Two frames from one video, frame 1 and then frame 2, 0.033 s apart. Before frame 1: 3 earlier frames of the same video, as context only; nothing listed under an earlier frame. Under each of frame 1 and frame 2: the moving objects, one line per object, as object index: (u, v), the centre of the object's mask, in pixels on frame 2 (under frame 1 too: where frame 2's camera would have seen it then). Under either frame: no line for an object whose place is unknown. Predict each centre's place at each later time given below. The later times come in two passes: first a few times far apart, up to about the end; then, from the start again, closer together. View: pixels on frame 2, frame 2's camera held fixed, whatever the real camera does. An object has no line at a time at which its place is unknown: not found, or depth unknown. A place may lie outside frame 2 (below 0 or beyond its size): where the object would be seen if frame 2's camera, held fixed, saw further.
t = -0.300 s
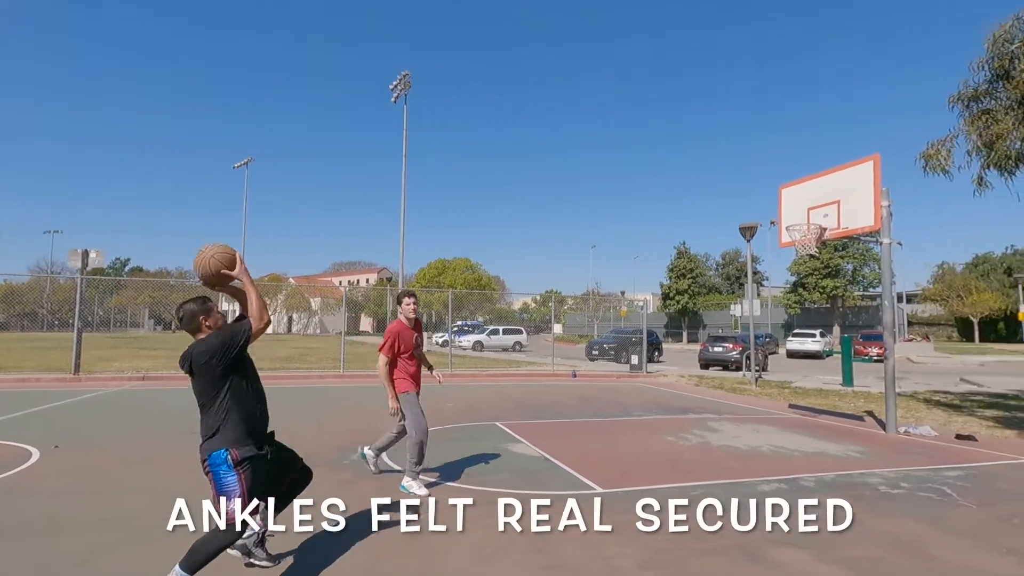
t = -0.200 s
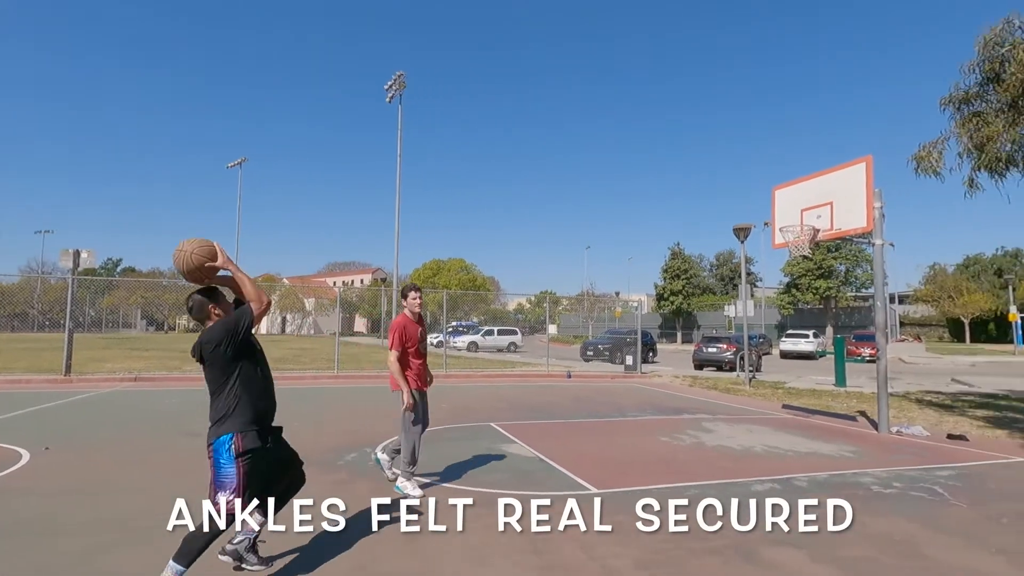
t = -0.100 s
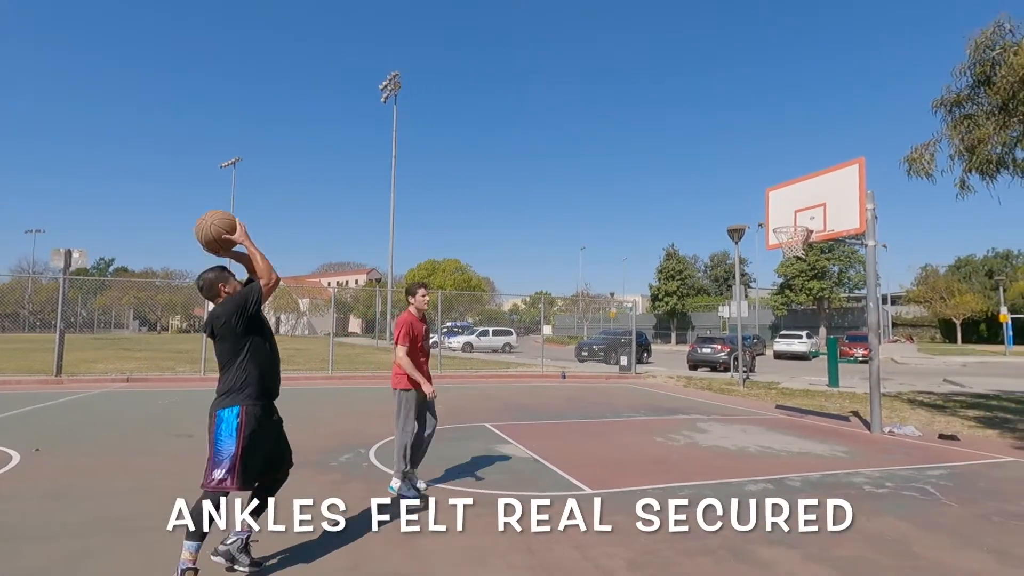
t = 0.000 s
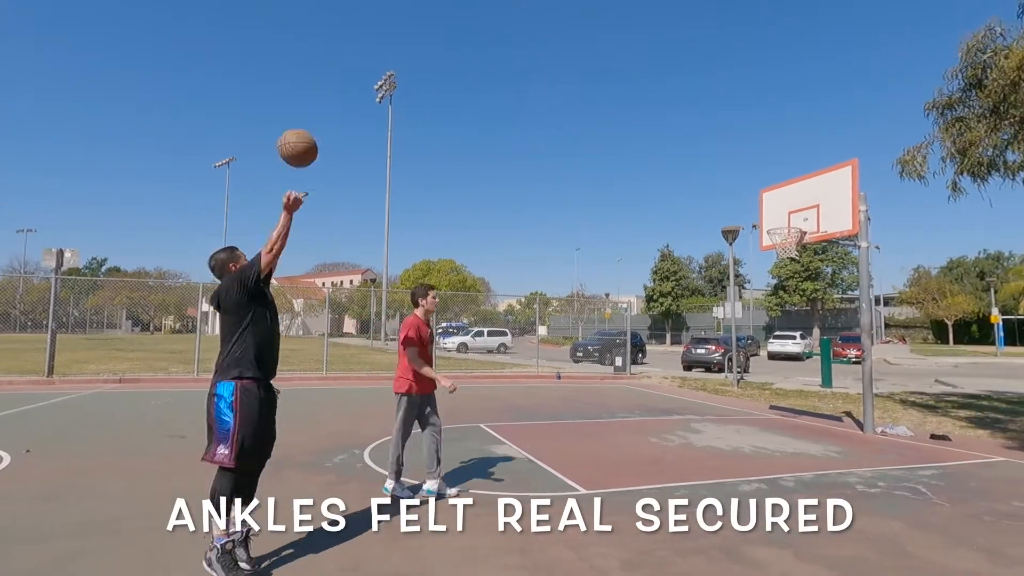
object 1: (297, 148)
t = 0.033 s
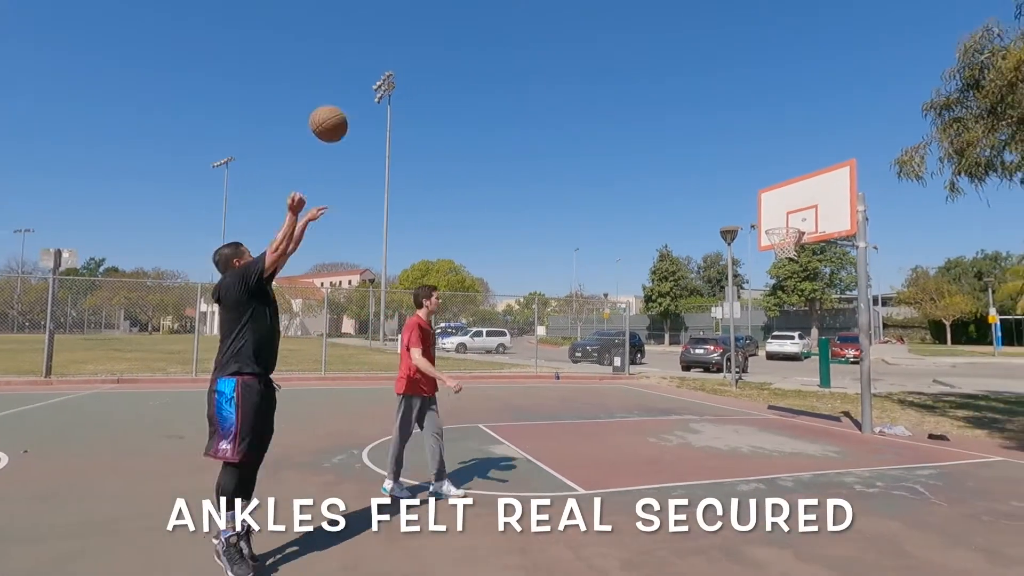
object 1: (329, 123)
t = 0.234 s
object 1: (478, 35)
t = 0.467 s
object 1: (591, 11)
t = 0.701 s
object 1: (672, 37)
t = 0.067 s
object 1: (358, 103)
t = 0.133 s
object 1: (411, 68)
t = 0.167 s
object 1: (435, 56)
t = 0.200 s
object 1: (457, 44)
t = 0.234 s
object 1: (478, 35)
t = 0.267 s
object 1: (497, 28)
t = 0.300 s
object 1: (515, 22)
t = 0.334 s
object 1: (532, 17)
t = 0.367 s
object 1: (548, 14)
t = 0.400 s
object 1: (563, 12)
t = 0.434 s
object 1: (578, 11)
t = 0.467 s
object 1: (591, 11)
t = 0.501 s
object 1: (605, 12)
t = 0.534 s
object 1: (617, 15)
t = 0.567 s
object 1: (629, 18)
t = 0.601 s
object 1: (640, 21)
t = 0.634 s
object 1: (651, 26)
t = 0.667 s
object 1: (662, 31)
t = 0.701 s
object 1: (672, 37)
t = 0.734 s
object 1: (681, 43)
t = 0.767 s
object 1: (691, 50)
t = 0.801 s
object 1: (699, 58)
